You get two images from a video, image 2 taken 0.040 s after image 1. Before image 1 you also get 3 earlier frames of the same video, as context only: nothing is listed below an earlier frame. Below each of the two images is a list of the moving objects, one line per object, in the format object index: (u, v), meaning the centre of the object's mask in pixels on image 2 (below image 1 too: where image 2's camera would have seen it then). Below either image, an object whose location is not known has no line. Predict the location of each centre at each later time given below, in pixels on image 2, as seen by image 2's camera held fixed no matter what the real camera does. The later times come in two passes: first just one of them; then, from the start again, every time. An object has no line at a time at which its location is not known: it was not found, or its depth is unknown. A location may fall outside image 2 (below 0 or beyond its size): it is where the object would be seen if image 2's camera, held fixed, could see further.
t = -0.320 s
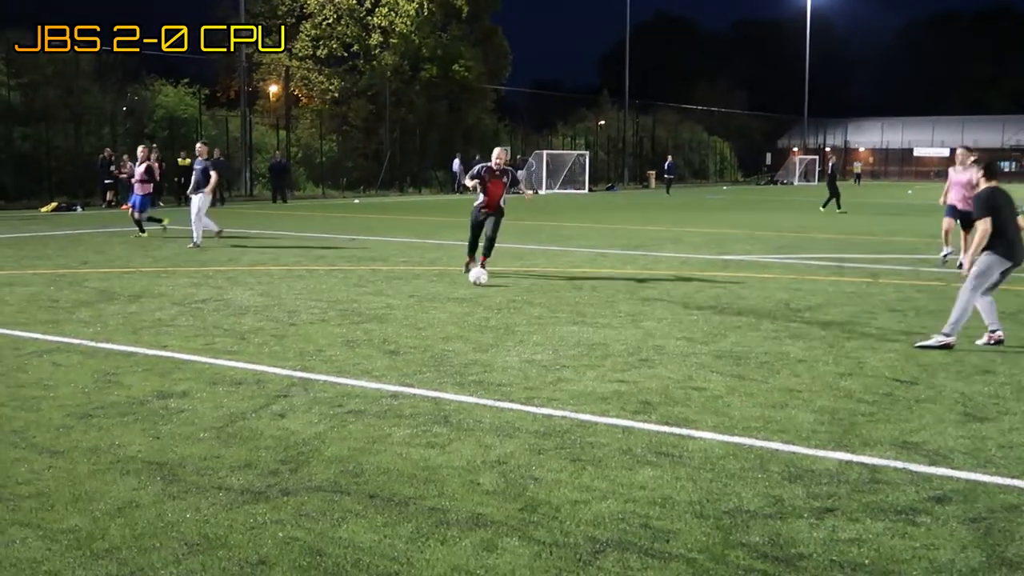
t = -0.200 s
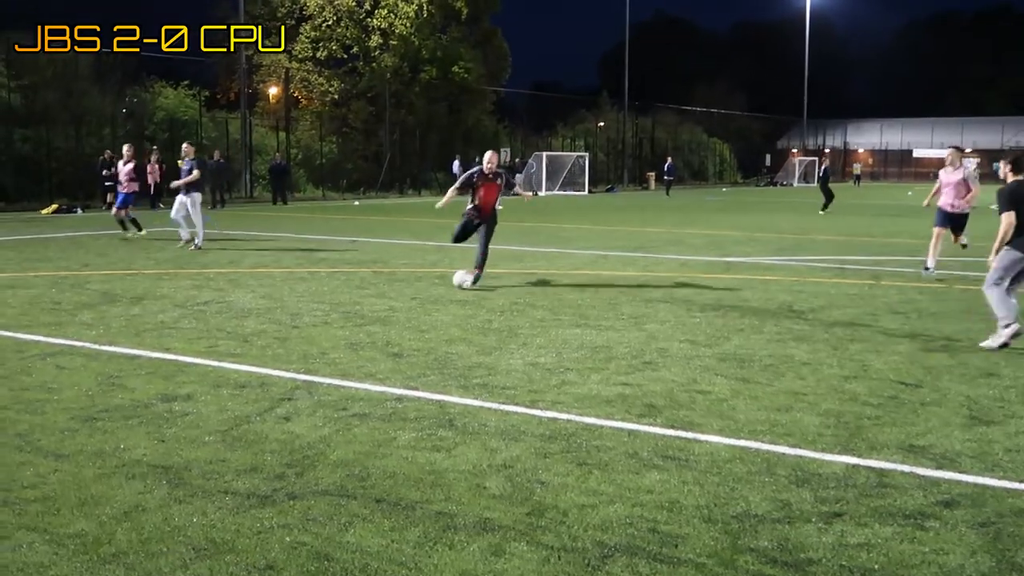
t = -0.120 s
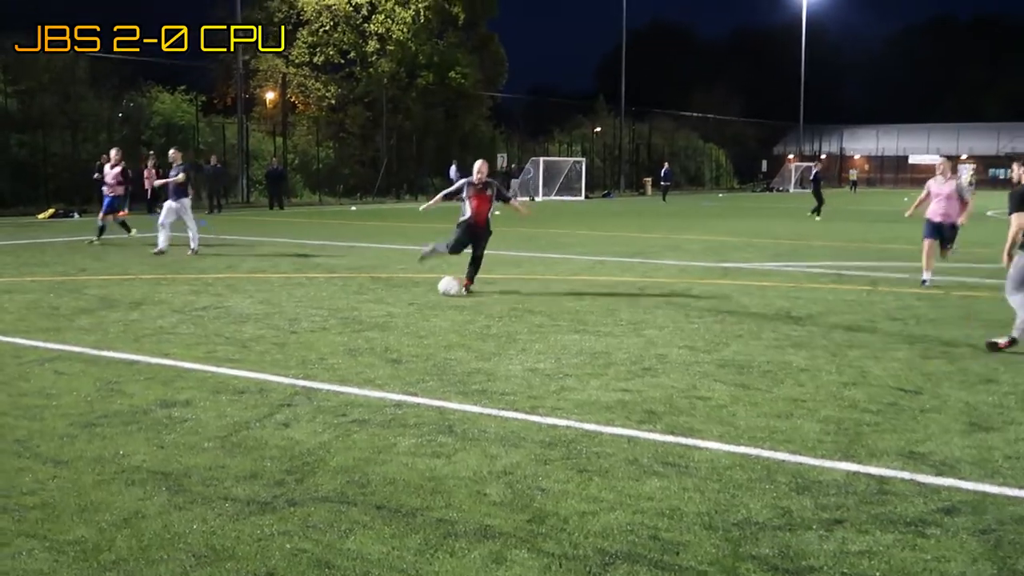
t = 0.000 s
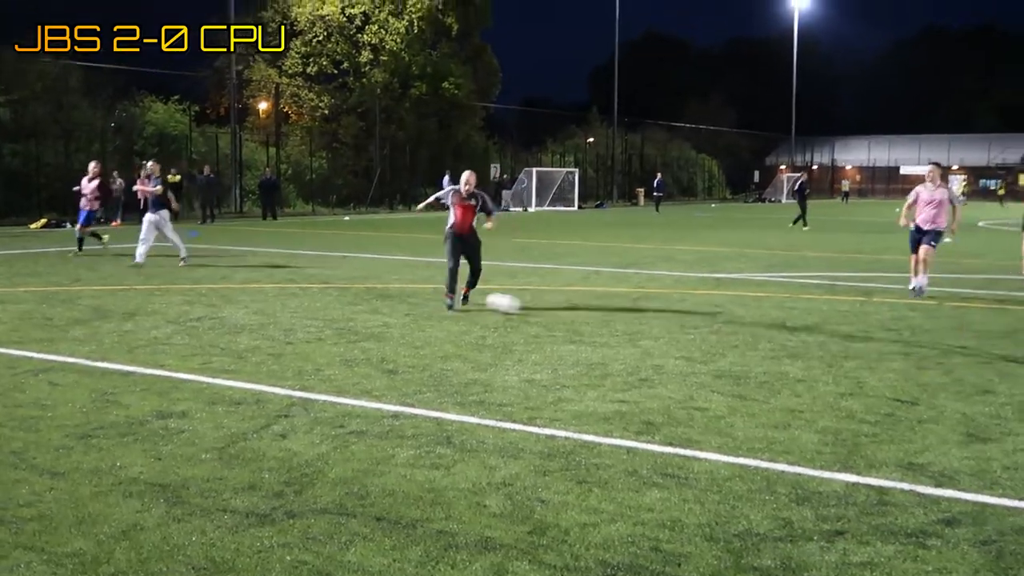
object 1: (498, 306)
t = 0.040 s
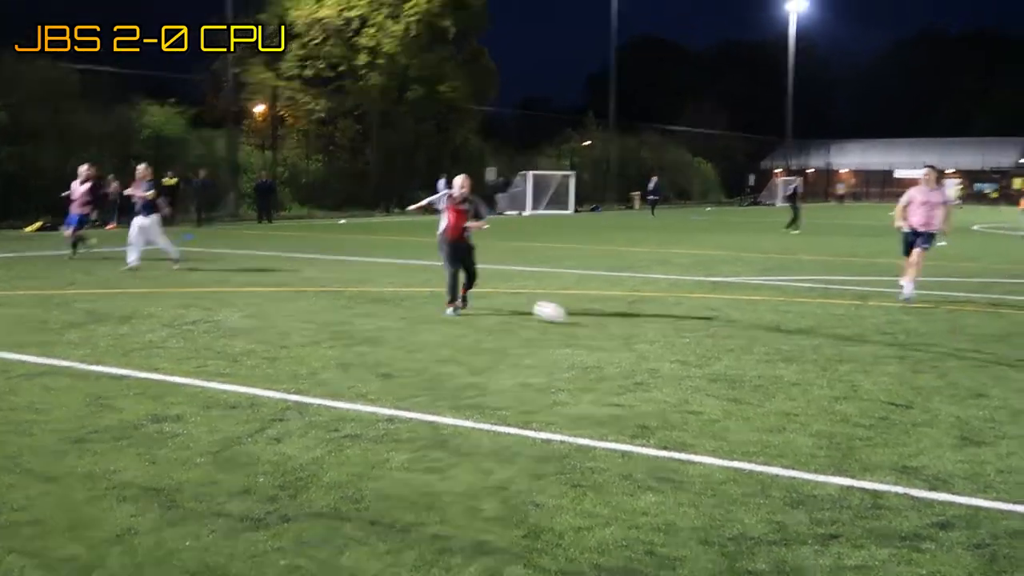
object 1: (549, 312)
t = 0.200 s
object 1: (781, 335)
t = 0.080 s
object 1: (602, 317)
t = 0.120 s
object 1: (658, 322)
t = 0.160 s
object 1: (718, 328)
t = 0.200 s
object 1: (781, 335)
